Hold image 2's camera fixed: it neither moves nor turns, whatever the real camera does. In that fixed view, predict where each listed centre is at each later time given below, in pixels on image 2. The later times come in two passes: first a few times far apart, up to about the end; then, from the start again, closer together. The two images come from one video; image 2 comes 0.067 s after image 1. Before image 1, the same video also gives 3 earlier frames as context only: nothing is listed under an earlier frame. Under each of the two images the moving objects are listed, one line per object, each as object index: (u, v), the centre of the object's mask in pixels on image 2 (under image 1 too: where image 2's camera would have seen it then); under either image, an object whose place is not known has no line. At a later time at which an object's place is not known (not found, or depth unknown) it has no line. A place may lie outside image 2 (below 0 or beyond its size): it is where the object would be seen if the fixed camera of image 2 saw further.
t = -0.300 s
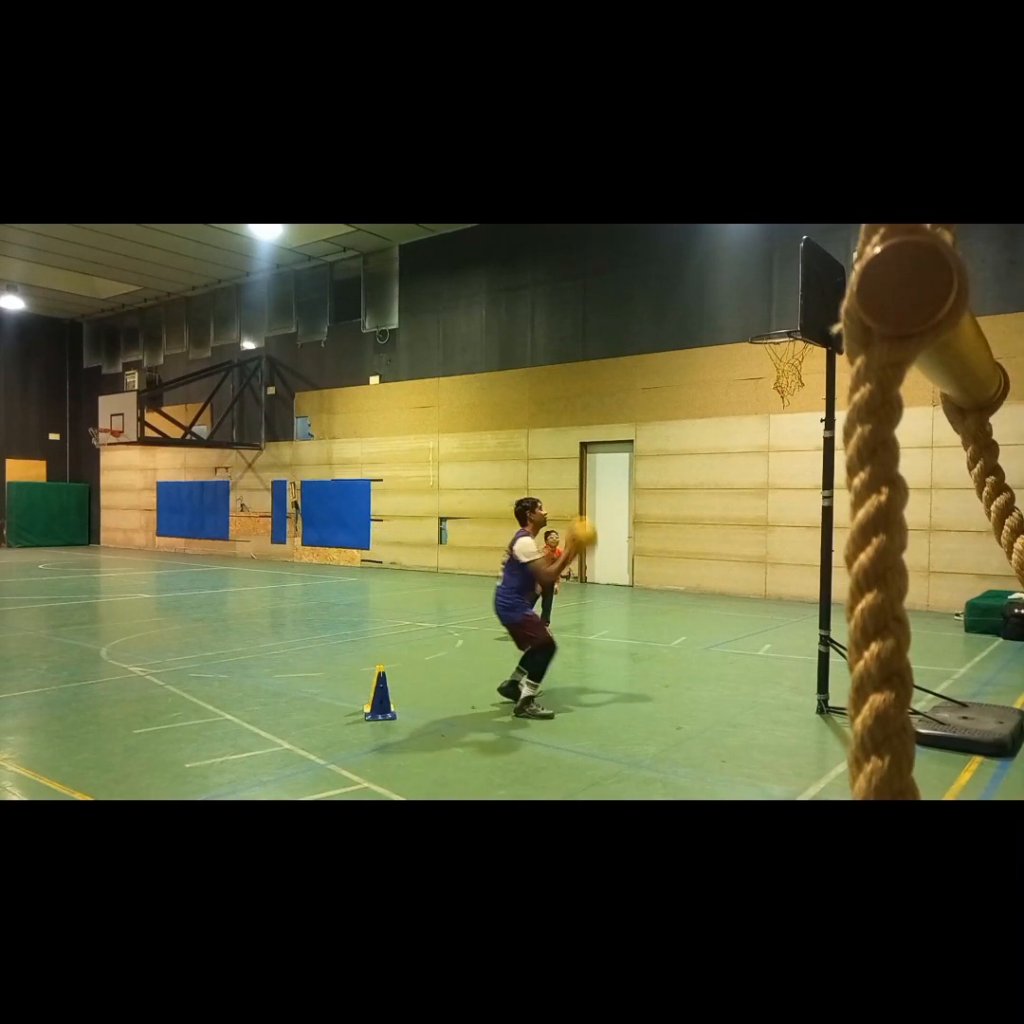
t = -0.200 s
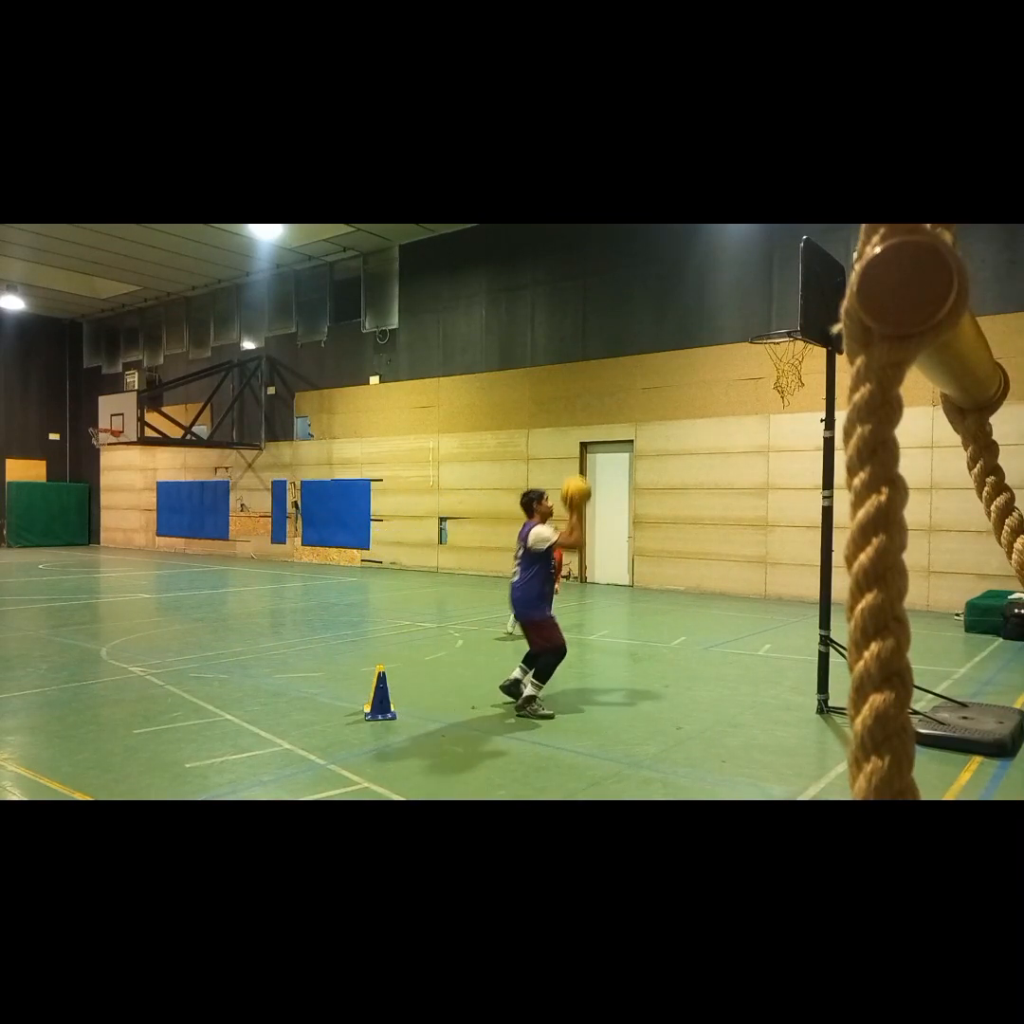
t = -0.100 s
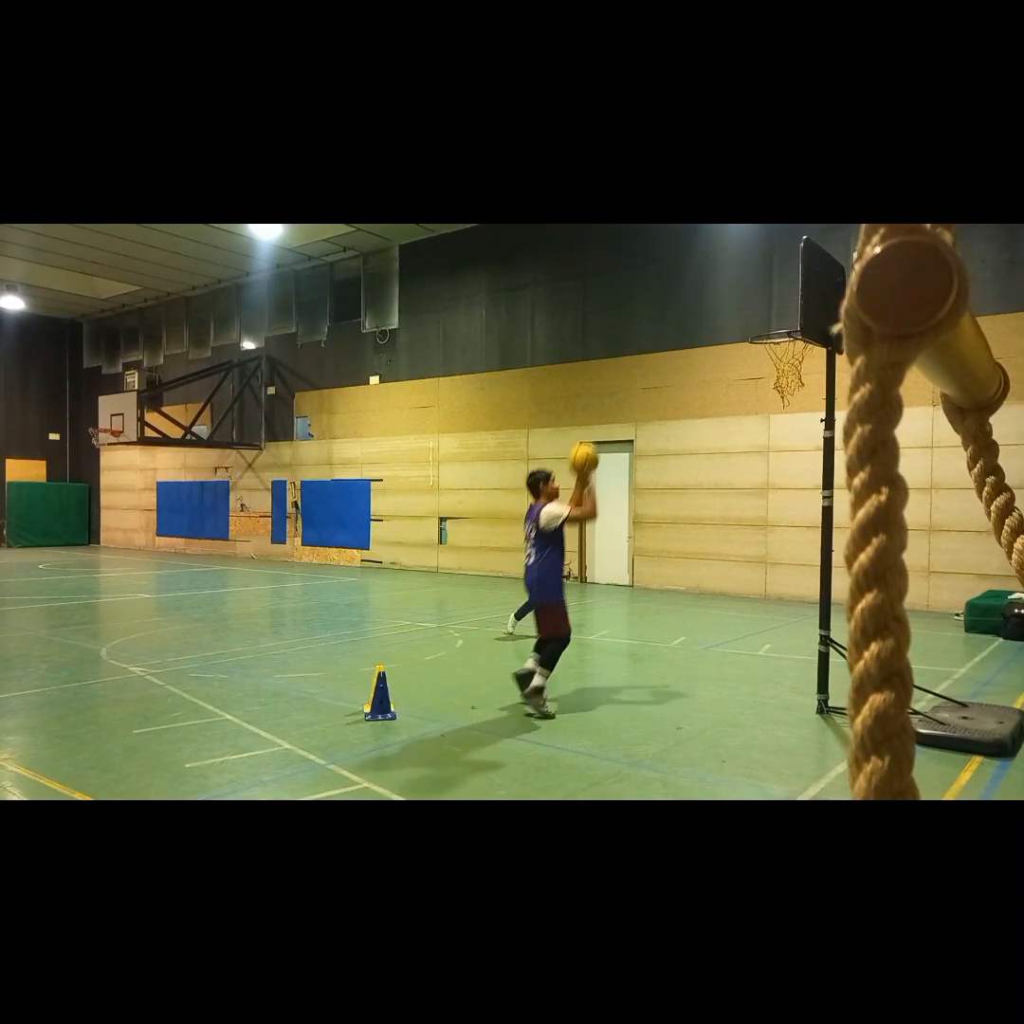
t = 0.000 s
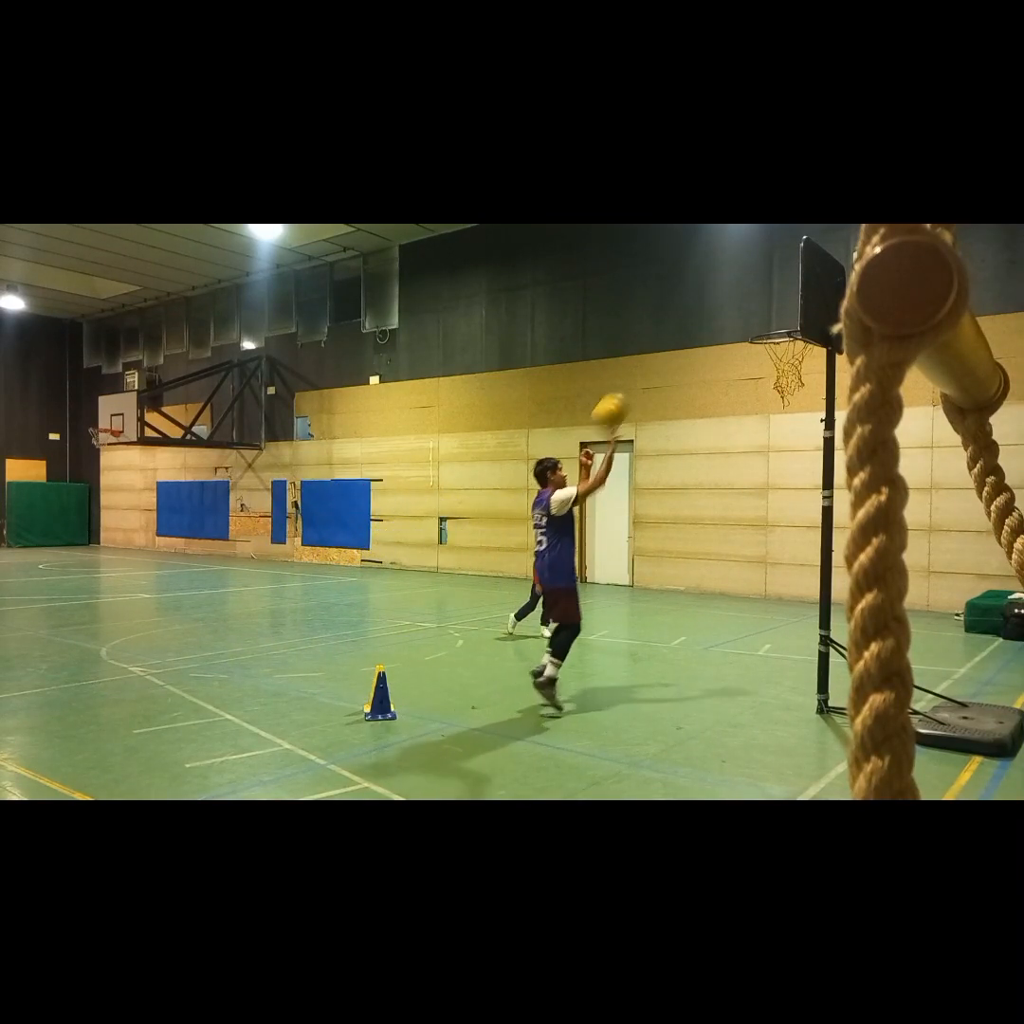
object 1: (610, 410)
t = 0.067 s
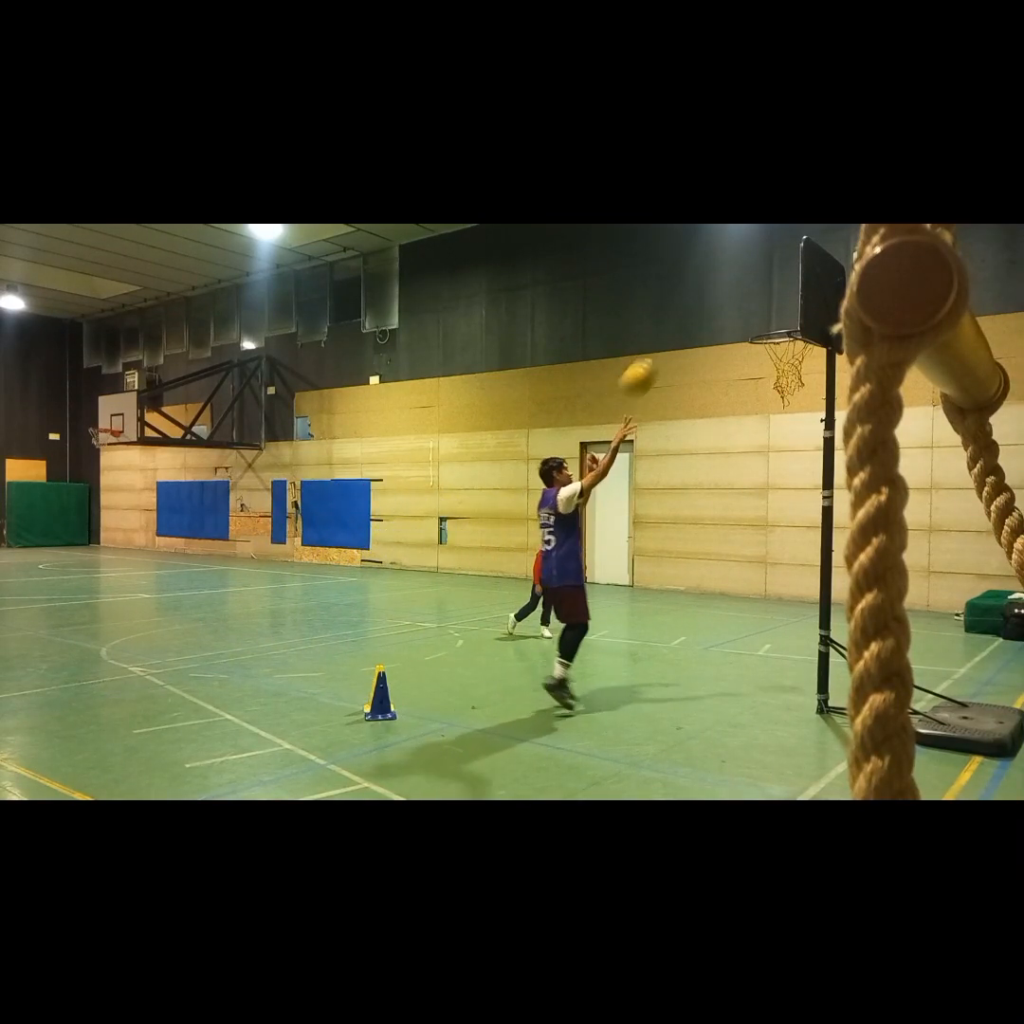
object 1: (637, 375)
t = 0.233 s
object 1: (704, 318)
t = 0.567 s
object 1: (788, 309)
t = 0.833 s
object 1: (769, 350)
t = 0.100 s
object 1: (651, 362)
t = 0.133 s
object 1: (666, 347)
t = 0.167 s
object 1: (680, 337)
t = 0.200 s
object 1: (692, 327)
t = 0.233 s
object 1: (704, 318)
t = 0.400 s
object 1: (772, 300)
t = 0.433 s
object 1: (784, 301)
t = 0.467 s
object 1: (792, 304)
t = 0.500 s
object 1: (792, 309)
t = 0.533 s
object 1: (791, 310)
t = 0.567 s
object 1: (788, 309)
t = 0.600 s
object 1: (784, 311)
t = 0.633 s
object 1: (782, 315)
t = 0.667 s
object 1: (777, 319)
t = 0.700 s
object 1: (774, 322)
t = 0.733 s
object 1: (773, 328)
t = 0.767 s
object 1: (772, 335)
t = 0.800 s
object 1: (770, 342)
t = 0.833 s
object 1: (769, 350)
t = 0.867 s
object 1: (765, 360)
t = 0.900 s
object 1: (765, 371)
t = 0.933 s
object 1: (764, 384)
